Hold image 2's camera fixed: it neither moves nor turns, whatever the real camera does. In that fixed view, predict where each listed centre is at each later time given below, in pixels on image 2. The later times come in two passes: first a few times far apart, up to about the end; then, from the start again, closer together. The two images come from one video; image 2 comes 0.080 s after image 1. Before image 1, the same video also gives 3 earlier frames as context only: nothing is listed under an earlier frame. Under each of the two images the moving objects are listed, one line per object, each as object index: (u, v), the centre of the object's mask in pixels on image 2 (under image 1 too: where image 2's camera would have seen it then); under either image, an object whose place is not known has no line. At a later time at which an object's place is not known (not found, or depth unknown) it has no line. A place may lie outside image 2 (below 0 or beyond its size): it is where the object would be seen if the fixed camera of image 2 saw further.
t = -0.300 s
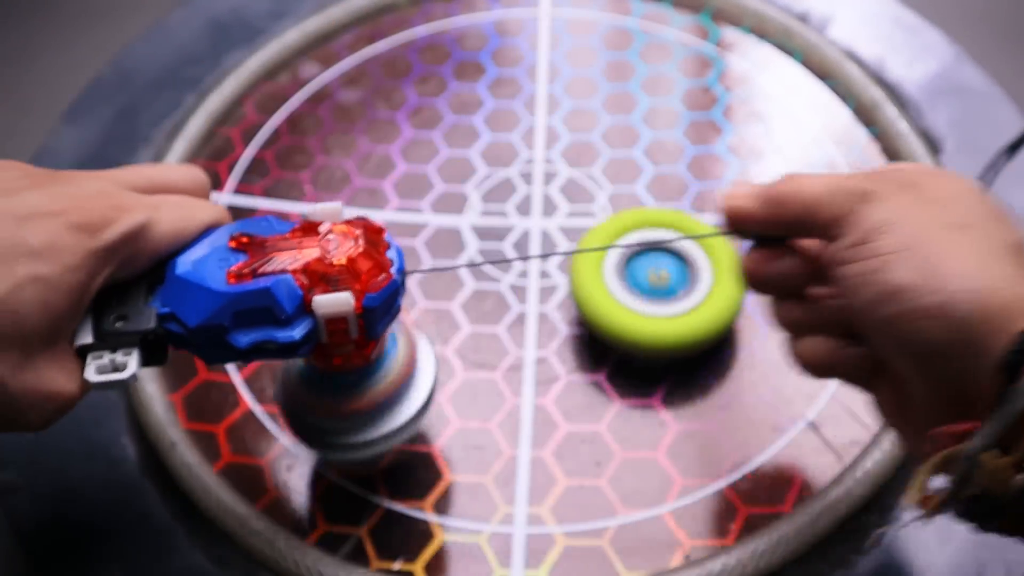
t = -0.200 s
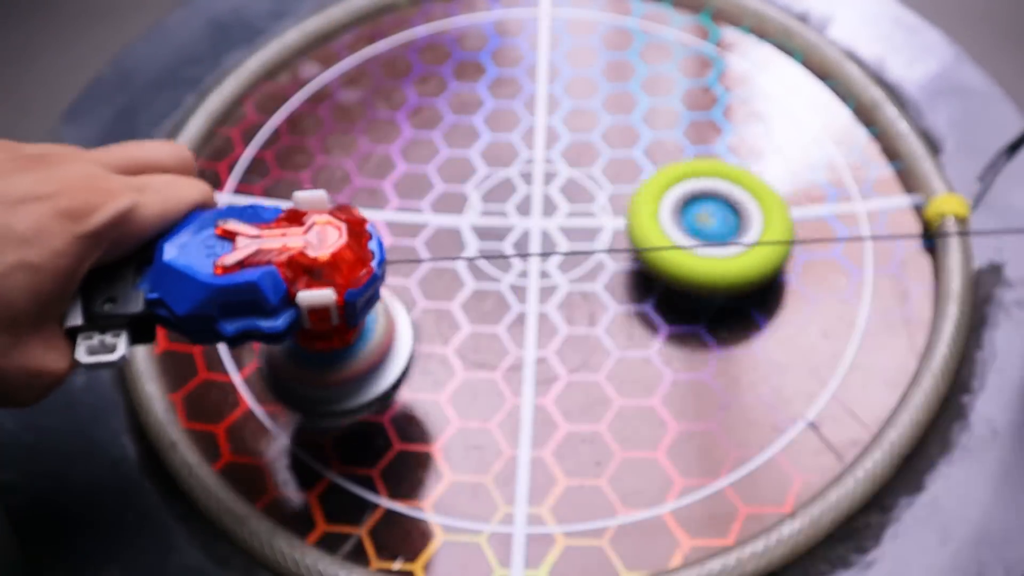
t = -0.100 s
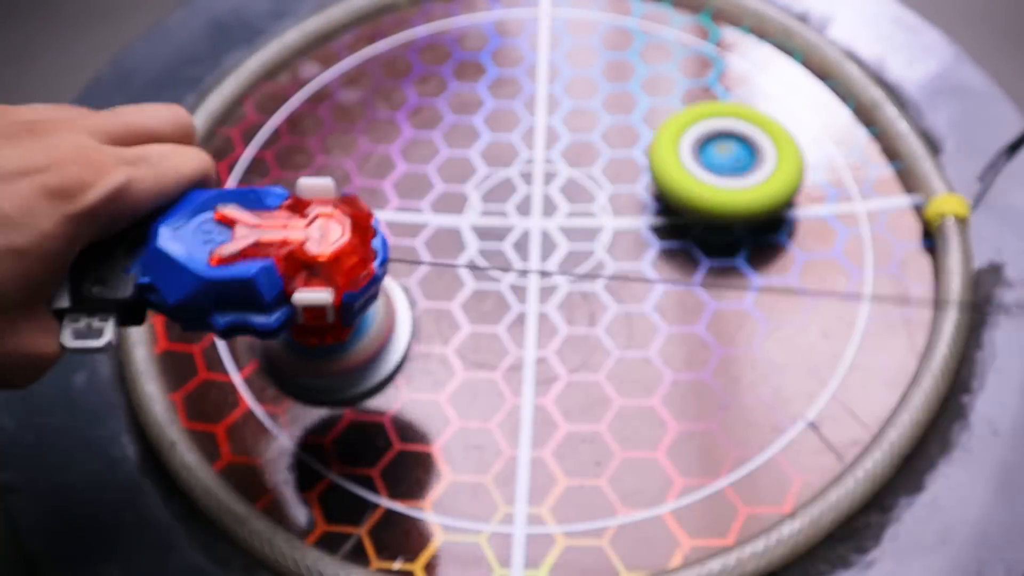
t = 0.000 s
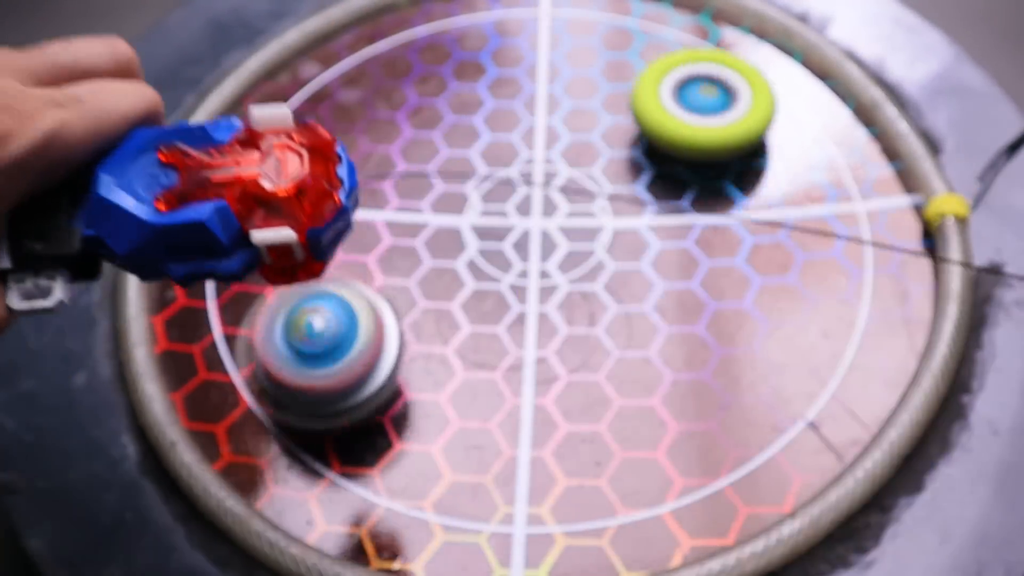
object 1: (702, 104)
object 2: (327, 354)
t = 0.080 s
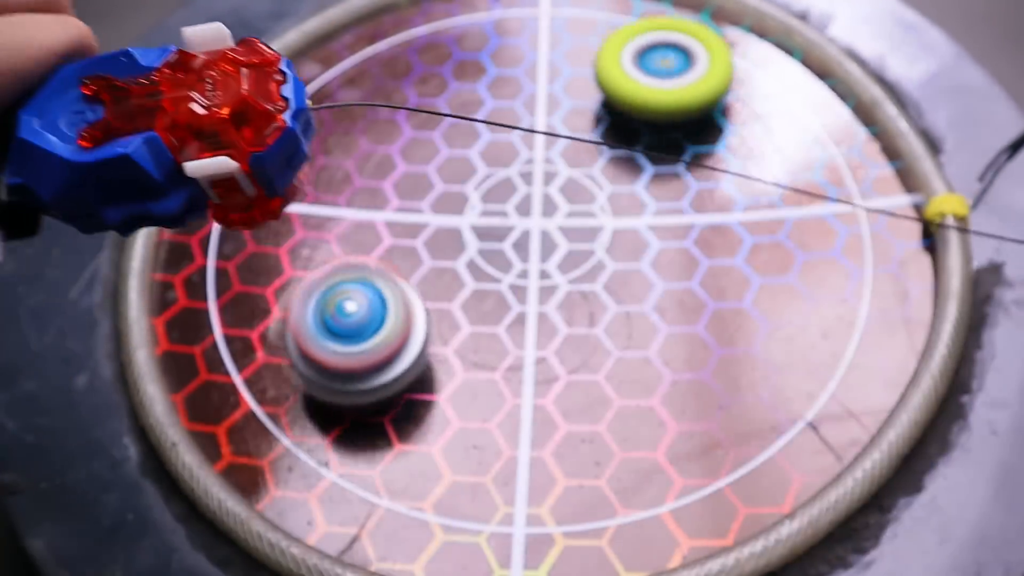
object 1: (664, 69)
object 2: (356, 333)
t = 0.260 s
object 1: (544, 45)
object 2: (468, 286)
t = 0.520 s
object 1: (384, 130)
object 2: (586, 194)
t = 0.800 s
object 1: (432, 308)
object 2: (620, 104)
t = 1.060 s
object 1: (672, 314)
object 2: (593, 49)
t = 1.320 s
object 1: (741, 158)
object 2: (530, 48)
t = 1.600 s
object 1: (658, 105)
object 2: (482, 92)
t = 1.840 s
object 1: (633, 164)
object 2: (476, 147)
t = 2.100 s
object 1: (724, 251)
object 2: (536, 185)
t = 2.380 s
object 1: (787, 183)
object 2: (611, 181)
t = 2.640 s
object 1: (835, 207)
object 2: (556, 129)
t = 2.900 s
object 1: (762, 220)
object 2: (477, 145)
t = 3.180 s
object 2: (459, 205)
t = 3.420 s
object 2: (510, 236)
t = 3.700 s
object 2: (566, 214)
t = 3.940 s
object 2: (559, 175)
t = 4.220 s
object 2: (501, 162)
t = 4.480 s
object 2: (463, 191)
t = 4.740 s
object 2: (484, 223)
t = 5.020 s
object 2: (570, 213)
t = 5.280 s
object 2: (605, 164)
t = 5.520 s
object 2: (573, 134)
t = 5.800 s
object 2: (514, 148)
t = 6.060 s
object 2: (560, 226)
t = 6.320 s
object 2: (615, 263)
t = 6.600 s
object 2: (641, 264)
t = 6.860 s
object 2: (615, 247)
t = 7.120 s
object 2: (547, 231)
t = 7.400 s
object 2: (474, 228)
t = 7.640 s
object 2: (417, 229)
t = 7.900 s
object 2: (375, 222)
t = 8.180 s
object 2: (375, 206)
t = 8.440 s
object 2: (402, 183)
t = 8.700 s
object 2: (441, 155)
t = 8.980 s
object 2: (472, 127)
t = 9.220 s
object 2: (499, 122)
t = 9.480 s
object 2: (533, 132)
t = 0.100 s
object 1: (653, 63)
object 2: (366, 327)
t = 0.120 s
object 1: (640, 58)
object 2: (377, 323)
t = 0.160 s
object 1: (615, 51)
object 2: (402, 314)
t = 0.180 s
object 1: (601, 48)
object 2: (415, 309)
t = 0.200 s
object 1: (587, 46)
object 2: (429, 302)
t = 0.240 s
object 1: (558, 45)
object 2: (455, 291)
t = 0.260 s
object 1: (544, 45)
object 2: (468, 286)
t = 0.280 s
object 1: (529, 47)
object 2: (480, 281)
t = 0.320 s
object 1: (500, 52)
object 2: (503, 268)
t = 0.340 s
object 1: (485, 56)
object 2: (513, 261)
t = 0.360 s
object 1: (471, 61)
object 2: (523, 253)
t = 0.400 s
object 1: (446, 74)
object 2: (542, 240)
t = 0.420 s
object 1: (434, 81)
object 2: (552, 232)
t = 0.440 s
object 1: (423, 89)
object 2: (559, 225)
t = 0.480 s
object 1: (402, 108)
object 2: (575, 210)
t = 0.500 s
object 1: (392, 118)
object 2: (580, 202)
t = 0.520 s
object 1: (384, 130)
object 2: (586, 194)
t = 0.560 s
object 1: (372, 153)
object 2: (598, 179)
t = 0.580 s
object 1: (368, 167)
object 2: (602, 172)
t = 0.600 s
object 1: (365, 180)
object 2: (605, 165)
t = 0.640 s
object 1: (363, 208)
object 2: (611, 151)
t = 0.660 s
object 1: (365, 222)
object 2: (613, 145)
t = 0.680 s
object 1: (370, 236)
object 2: (615, 137)
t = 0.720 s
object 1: (384, 262)
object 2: (617, 125)
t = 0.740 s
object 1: (393, 275)
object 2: (619, 119)
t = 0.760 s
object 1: (404, 287)
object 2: (620, 114)
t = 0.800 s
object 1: (432, 308)
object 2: (620, 104)
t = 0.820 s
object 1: (448, 317)
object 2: (619, 98)
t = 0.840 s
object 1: (466, 324)
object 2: (619, 93)
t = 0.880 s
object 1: (502, 334)
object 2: (617, 80)
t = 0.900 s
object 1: (521, 337)
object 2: (615, 78)
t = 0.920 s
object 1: (541, 339)
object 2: (614, 73)
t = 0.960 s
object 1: (580, 339)
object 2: (609, 66)
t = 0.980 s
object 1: (600, 336)
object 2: (607, 63)
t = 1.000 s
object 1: (618, 332)
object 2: (603, 59)
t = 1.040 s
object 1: (654, 322)
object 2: (597, 52)
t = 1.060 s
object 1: (672, 314)
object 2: (593, 49)
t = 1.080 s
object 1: (687, 305)
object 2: (589, 48)
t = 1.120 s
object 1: (714, 283)
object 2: (580, 45)
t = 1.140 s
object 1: (724, 272)
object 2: (575, 42)
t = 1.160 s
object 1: (733, 260)
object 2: (570, 41)
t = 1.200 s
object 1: (746, 235)
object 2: (560, 41)
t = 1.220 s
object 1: (749, 221)
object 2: (555, 41)
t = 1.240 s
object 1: (751, 209)
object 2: (549, 41)
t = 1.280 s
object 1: (749, 183)
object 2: (539, 43)
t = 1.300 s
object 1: (746, 170)
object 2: (534, 44)
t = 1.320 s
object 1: (741, 158)
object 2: (530, 48)
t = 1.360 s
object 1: (728, 136)
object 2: (522, 54)
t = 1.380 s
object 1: (720, 125)
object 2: (518, 60)
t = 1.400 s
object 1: (711, 115)
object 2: (516, 65)
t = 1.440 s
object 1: (688, 97)
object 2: (512, 73)
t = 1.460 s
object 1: (675, 90)
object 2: (511, 78)
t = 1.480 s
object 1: (662, 84)
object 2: (511, 81)
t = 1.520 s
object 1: (650, 84)
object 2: (503, 86)
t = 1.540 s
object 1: (655, 90)
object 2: (497, 87)
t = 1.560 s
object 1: (657, 96)
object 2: (491, 85)
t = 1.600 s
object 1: (658, 105)
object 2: (482, 92)
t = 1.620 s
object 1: (656, 109)
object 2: (479, 95)
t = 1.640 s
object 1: (653, 114)
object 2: (476, 97)
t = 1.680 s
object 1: (649, 122)
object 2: (472, 105)
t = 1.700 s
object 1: (647, 125)
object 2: (469, 108)
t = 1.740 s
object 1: (641, 134)
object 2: (470, 123)
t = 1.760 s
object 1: (638, 139)
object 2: (470, 127)
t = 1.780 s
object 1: (636, 145)
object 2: (471, 133)
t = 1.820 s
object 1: (634, 157)
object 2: (474, 142)
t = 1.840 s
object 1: (633, 164)
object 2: (476, 147)
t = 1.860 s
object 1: (634, 171)
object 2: (480, 153)
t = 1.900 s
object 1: (639, 186)
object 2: (487, 159)
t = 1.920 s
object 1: (644, 196)
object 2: (488, 161)
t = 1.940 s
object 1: (651, 205)
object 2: (492, 164)
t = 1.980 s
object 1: (665, 220)
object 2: (501, 173)
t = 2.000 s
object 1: (674, 227)
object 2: (508, 175)
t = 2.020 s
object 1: (684, 233)
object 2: (513, 178)
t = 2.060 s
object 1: (704, 244)
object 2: (525, 181)
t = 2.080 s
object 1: (715, 248)
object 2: (531, 183)
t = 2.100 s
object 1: (724, 251)
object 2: (536, 185)
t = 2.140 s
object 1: (746, 254)
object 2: (549, 190)
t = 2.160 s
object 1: (756, 253)
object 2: (555, 191)
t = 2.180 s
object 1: (766, 252)
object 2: (562, 191)
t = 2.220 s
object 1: (784, 244)
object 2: (574, 192)
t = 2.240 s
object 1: (791, 238)
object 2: (581, 191)
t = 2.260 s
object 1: (797, 231)
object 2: (588, 189)
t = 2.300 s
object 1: (801, 215)
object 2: (594, 188)
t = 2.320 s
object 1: (801, 206)
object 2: (598, 188)
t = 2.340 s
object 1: (798, 197)
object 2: (603, 186)
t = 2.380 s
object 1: (787, 183)
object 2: (611, 181)
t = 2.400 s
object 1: (778, 177)
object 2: (615, 178)
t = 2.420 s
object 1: (771, 173)
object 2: (618, 174)
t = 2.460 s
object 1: (792, 187)
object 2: (606, 162)
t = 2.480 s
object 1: (801, 193)
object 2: (601, 155)
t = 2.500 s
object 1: (808, 196)
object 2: (598, 149)
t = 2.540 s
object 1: (821, 202)
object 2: (587, 140)
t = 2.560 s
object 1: (824, 204)
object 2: (580, 138)
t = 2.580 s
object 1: (829, 205)
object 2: (575, 132)
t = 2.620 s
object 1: (834, 207)
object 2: (564, 130)
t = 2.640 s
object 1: (835, 207)
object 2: (556, 129)
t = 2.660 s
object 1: (835, 207)
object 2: (549, 128)
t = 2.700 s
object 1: (832, 206)
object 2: (537, 127)
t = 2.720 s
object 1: (829, 206)
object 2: (530, 127)
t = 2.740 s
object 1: (824, 205)
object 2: (523, 126)
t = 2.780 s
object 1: (812, 205)
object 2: (511, 127)
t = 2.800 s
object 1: (804, 206)
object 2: (504, 130)
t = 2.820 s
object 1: (797, 208)
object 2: (499, 133)
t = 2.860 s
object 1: (780, 213)
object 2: (486, 137)
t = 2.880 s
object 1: (771, 216)
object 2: (482, 141)
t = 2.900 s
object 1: (762, 220)
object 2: (477, 145)
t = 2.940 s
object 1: (742, 228)
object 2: (467, 152)
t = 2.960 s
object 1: (733, 233)
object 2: (464, 156)
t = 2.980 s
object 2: (462, 158)
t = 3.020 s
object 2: (457, 168)
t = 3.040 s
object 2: (454, 170)
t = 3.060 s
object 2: (453, 177)
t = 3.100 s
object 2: (453, 187)
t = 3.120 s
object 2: (454, 191)
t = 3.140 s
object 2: (453, 194)
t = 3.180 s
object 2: (459, 205)
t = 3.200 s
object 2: (459, 211)
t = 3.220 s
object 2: (463, 214)
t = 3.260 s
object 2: (468, 223)
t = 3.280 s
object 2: (474, 225)
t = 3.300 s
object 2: (477, 229)
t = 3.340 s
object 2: (485, 232)
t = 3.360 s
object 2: (491, 235)
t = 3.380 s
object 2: (497, 237)
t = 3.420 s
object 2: (510, 236)
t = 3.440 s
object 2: (512, 236)
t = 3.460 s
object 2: (519, 239)
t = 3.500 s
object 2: (529, 233)
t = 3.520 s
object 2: (534, 231)
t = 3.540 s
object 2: (539, 233)
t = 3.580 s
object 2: (549, 229)
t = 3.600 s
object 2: (554, 228)
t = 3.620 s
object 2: (555, 226)
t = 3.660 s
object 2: (561, 221)
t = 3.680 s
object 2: (565, 218)
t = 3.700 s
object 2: (566, 214)
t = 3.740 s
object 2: (569, 210)
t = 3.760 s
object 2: (571, 205)
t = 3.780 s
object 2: (571, 200)
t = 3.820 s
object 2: (569, 195)
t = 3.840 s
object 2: (568, 191)
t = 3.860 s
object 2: (568, 188)
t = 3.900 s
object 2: (563, 181)
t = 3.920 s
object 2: (562, 178)
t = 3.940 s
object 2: (559, 175)
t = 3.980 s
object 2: (551, 170)
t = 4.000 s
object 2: (547, 170)
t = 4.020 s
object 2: (543, 168)
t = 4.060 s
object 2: (535, 163)
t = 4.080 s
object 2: (530, 164)
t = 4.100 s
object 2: (526, 164)
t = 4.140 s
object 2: (518, 160)
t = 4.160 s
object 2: (512, 160)
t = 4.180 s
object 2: (508, 162)
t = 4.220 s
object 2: (501, 162)
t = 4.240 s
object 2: (496, 161)
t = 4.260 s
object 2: (492, 164)
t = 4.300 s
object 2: (485, 169)
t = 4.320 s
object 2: (480, 169)
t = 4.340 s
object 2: (477, 171)
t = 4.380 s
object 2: (472, 178)
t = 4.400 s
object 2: (470, 179)
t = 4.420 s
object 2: (465, 182)
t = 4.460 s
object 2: (464, 188)
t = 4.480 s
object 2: (463, 191)
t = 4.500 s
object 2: (460, 192)
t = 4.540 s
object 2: (460, 198)
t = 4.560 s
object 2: (462, 203)
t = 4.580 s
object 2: (461, 203)
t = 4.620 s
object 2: (465, 208)
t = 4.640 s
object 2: (466, 212)
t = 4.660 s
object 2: (471, 212)
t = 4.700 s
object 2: (476, 219)
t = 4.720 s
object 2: (478, 222)
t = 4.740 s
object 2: (484, 223)
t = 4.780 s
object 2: (491, 225)
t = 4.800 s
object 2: (493, 226)
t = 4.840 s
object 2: (500, 225)
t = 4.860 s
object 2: (506, 225)
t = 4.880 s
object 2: (508, 224)
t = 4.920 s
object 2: (529, 221)
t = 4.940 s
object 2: (540, 222)
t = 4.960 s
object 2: (550, 219)
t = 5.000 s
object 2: (565, 215)
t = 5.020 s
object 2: (570, 213)
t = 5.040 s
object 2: (574, 207)
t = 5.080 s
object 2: (585, 201)
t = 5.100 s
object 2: (591, 196)
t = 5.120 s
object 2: (591, 195)
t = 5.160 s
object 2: (600, 187)
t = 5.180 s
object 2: (600, 183)
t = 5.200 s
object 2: (602, 179)
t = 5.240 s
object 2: (602, 172)
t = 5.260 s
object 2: (606, 168)
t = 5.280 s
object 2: (605, 164)
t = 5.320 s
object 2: (603, 157)
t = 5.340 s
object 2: (601, 154)
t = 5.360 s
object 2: (599, 149)
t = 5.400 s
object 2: (594, 144)
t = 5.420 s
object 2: (594, 141)
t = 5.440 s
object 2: (589, 142)
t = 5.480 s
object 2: (583, 136)
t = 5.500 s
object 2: (578, 134)
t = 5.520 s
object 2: (573, 134)
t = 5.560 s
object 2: (564, 132)
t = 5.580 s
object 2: (562, 131)
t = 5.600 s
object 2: (556, 133)
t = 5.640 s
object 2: (546, 134)
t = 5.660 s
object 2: (541, 135)
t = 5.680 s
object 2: (534, 133)
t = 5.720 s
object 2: (526, 139)
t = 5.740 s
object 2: (521, 139)
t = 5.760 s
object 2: (517, 145)
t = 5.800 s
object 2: (514, 148)
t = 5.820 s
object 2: (512, 157)
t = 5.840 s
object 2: (519, 168)
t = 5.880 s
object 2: (528, 186)
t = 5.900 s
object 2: (534, 193)
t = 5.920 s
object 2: (535, 200)
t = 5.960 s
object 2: (542, 206)
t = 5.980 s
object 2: (549, 212)
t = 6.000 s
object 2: (553, 216)
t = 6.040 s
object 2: (559, 225)
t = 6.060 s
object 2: (560, 226)
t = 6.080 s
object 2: (570, 231)
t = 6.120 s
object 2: (575, 241)
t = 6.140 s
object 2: (579, 242)
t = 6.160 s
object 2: (582, 242)
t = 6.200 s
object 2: (595, 251)
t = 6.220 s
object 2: (595, 253)
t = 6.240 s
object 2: (600, 255)
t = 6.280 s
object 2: (612, 255)
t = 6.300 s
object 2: (615, 259)
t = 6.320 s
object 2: (615, 263)
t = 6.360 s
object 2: (621, 263)
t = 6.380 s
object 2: (624, 262)
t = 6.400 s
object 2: (632, 265)
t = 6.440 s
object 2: (634, 270)
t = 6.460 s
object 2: (635, 267)
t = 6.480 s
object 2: (636, 267)
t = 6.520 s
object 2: (644, 271)
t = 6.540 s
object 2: (643, 271)
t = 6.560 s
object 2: (641, 268)
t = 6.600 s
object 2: (641, 264)
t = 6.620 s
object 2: (648, 264)
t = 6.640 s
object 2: (644, 264)
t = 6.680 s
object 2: (638, 263)
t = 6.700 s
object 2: (635, 259)
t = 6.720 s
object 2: (634, 257)
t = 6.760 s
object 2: (632, 256)
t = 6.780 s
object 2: (629, 256)
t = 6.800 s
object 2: (623, 253)
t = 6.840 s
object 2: (614, 246)
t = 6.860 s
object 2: (615, 247)
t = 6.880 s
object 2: (609, 246)
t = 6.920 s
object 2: (598, 244)
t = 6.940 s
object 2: (592, 241)
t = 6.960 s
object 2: (586, 238)
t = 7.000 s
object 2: (577, 239)
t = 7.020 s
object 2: (572, 236)
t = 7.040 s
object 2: (564, 237)
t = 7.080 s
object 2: (554, 232)
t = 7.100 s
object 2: (550, 232)
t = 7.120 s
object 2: (547, 231)
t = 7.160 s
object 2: (532, 233)
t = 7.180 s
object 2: (526, 233)
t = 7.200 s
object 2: (521, 233)
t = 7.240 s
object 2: (514, 232)
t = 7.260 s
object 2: (508, 230)
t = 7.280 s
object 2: (500, 231)
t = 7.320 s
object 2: (489, 229)
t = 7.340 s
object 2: (486, 231)
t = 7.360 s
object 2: (479, 229)
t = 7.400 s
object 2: (474, 228)
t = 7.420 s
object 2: (467, 231)
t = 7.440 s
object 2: (462, 230)
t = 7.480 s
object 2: (453, 230)
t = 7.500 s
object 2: (450, 229)
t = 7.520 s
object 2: (447, 229)
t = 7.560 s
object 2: (436, 233)
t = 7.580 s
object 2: (433, 231)
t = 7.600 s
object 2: (427, 230)
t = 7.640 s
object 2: (417, 229)
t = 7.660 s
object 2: (413, 228)
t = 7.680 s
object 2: (410, 226)
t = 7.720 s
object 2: (401, 225)
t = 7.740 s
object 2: (397, 227)
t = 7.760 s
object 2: (393, 227)
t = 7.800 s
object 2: (386, 225)
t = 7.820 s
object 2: (382, 226)
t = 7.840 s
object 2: (381, 225)
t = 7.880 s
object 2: (376, 223)
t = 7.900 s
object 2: (375, 222)
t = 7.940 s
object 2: (374, 222)
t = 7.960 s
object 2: (371, 223)
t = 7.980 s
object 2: (371, 221)
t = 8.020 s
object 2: (368, 219)
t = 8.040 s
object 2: (367, 218)
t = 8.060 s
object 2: (368, 219)
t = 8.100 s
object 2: (369, 214)
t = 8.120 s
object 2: (368, 211)
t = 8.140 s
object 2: (371, 210)
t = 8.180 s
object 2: (375, 206)
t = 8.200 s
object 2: (375, 203)
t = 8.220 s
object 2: (378, 202)
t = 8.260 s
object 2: (382, 199)
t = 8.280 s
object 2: (384, 200)
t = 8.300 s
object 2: (386, 198)
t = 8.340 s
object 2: (390, 194)
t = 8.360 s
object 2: (394, 192)
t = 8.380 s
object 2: (395, 189)
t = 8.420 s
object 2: (400, 185)
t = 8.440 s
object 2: (402, 183)
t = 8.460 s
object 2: (403, 179)
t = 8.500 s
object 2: (409, 174)
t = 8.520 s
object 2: (412, 172)
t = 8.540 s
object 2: (416, 169)
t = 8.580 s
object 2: (422, 164)
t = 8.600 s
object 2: (426, 162)
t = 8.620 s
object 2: (429, 160)
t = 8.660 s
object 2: (436, 156)
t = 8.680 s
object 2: (437, 156)
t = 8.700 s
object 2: (441, 155)
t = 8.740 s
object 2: (446, 153)
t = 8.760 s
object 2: (447, 150)
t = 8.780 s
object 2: (451, 148)
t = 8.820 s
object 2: (456, 144)
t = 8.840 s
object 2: (457, 140)
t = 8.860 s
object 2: (460, 139)
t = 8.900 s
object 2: (464, 135)
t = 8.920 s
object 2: (466, 130)
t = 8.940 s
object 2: (469, 131)
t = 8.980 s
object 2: (472, 127)
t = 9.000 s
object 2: (474, 125)
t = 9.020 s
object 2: (476, 125)
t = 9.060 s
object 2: (480, 123)
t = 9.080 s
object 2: (484, 122)
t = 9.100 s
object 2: (485, 122)
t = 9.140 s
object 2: (491, 121)
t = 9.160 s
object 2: (494, 120)
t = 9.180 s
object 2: (496, 122)
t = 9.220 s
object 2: (499, 122)
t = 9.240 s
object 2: (502, 122)
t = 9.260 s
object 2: (504, 123)
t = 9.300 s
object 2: (509, 123)
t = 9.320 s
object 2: (512, 124)
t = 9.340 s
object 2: (513, 124)
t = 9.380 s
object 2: (518, 126)
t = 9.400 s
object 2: (521, 127)
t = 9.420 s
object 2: (523, 129)
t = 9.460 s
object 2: (529, 130)
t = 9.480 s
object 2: (533, 132)
